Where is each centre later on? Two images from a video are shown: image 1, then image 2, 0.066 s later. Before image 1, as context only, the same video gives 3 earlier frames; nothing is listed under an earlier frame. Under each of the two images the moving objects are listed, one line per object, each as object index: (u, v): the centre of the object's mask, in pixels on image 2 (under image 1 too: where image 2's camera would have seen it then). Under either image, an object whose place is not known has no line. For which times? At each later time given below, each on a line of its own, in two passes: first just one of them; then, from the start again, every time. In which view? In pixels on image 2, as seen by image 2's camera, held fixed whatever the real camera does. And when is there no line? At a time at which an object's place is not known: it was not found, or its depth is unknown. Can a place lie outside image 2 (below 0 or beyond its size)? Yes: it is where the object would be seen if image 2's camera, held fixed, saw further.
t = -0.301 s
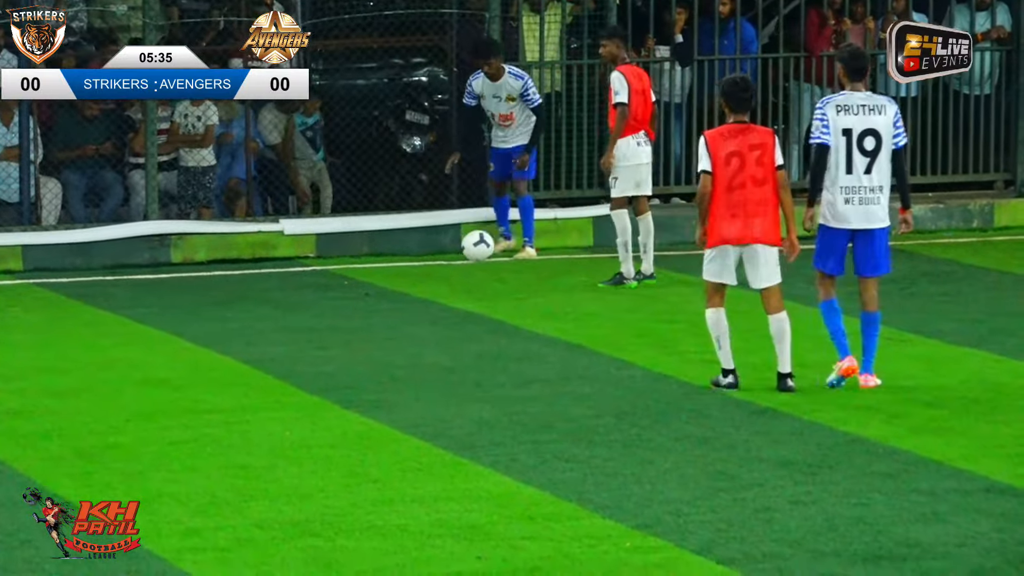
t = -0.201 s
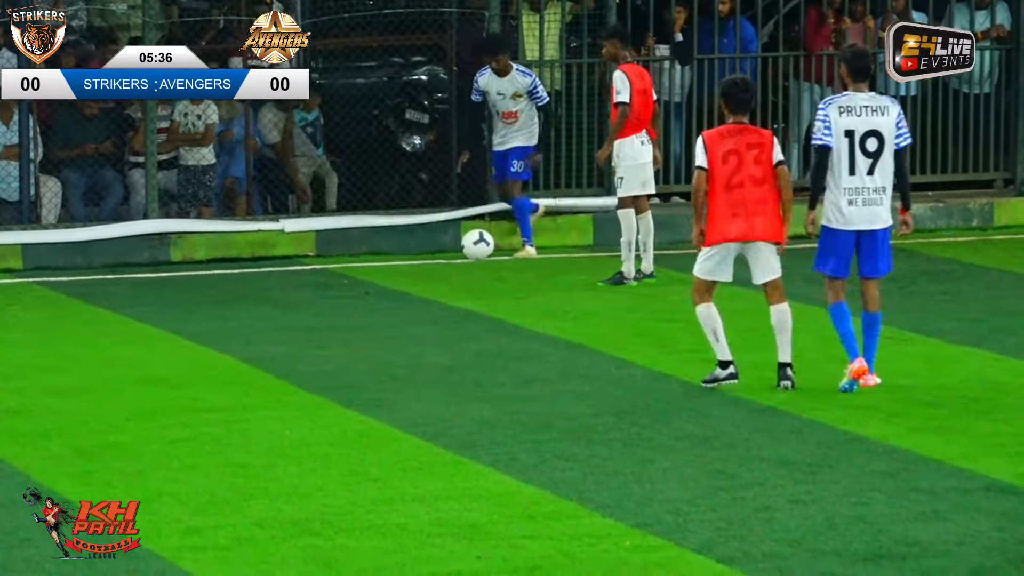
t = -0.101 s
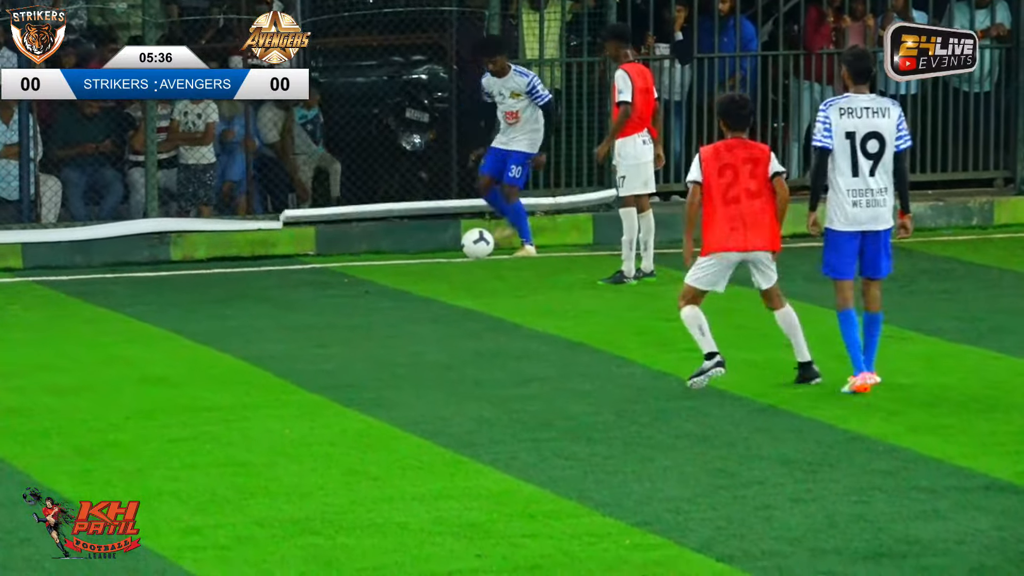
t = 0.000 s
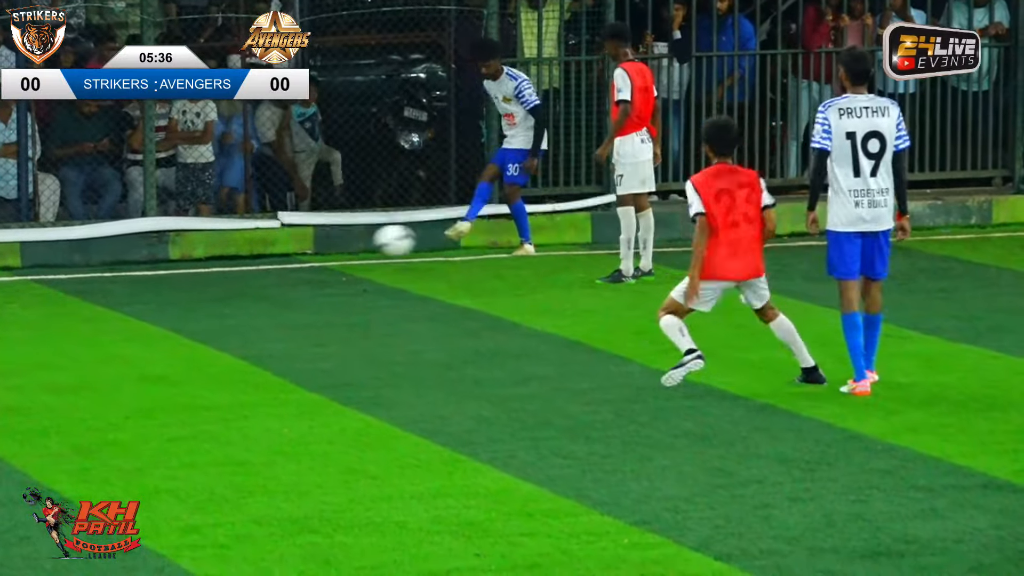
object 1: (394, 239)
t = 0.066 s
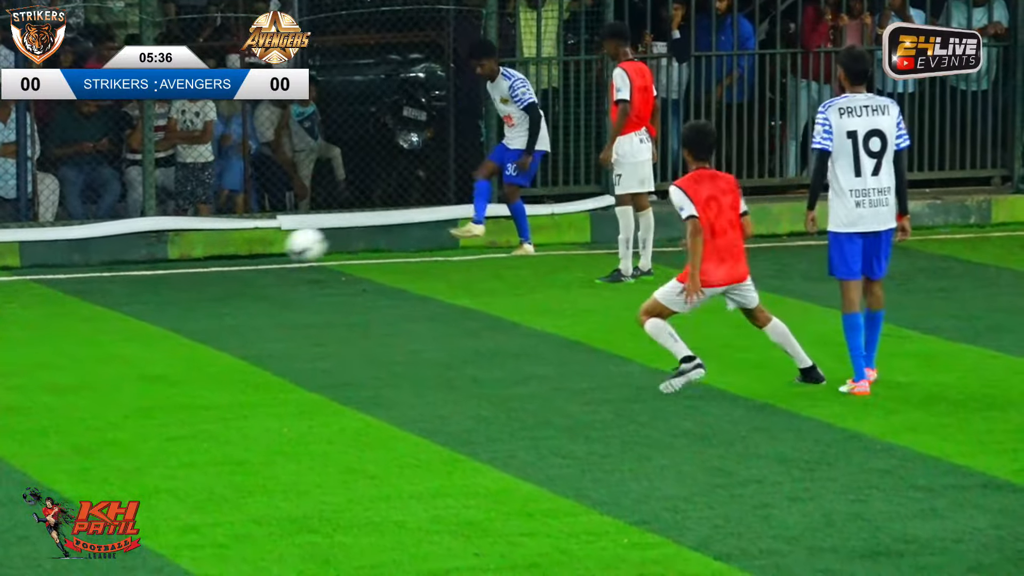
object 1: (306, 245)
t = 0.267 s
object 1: (23, 303)
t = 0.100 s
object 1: (262, 250)
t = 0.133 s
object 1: (216, 256)
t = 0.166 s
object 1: (169, 265)
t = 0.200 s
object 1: (121, 276)
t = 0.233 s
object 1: (72, 289)
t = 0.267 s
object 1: (23, 303)
